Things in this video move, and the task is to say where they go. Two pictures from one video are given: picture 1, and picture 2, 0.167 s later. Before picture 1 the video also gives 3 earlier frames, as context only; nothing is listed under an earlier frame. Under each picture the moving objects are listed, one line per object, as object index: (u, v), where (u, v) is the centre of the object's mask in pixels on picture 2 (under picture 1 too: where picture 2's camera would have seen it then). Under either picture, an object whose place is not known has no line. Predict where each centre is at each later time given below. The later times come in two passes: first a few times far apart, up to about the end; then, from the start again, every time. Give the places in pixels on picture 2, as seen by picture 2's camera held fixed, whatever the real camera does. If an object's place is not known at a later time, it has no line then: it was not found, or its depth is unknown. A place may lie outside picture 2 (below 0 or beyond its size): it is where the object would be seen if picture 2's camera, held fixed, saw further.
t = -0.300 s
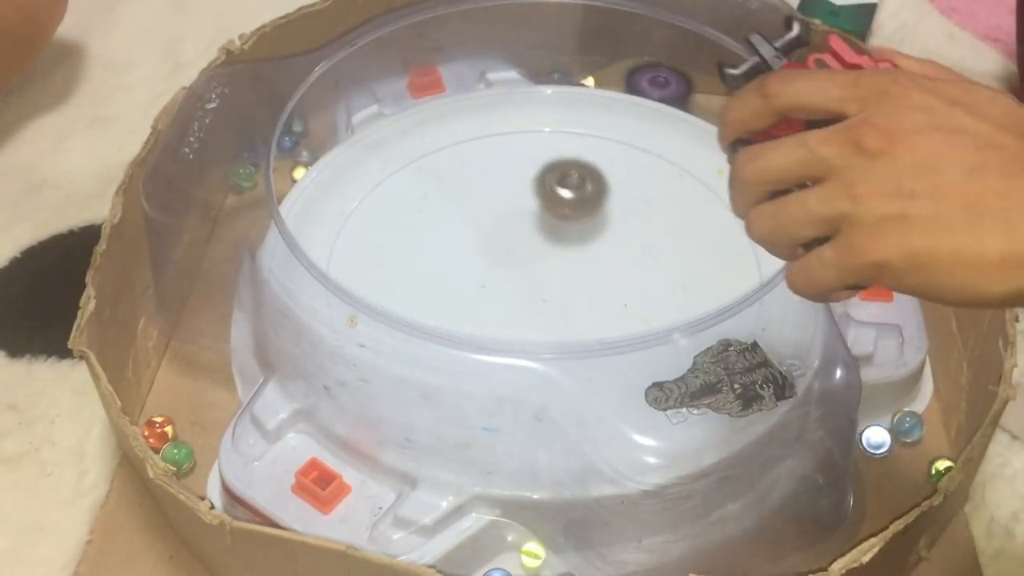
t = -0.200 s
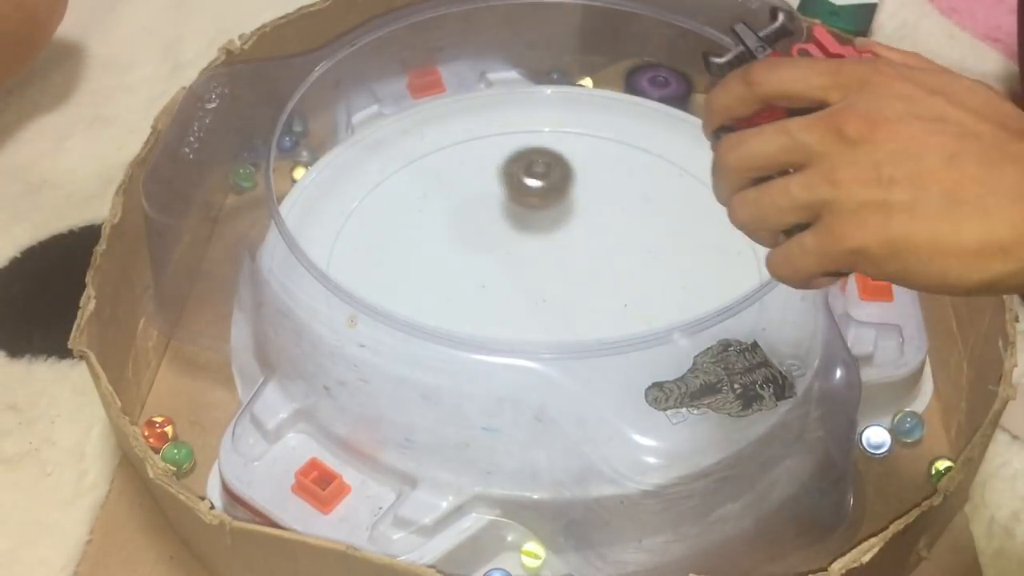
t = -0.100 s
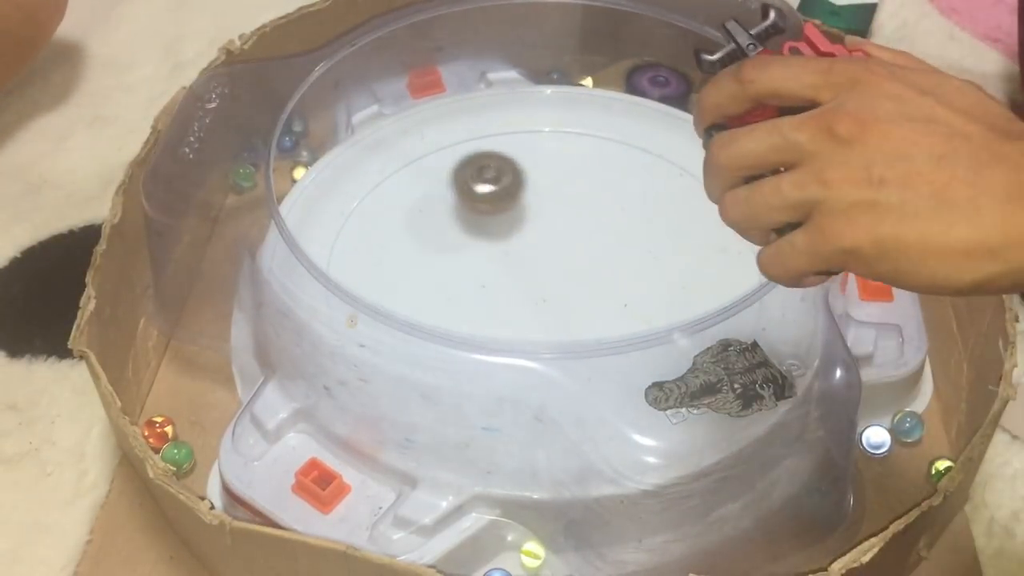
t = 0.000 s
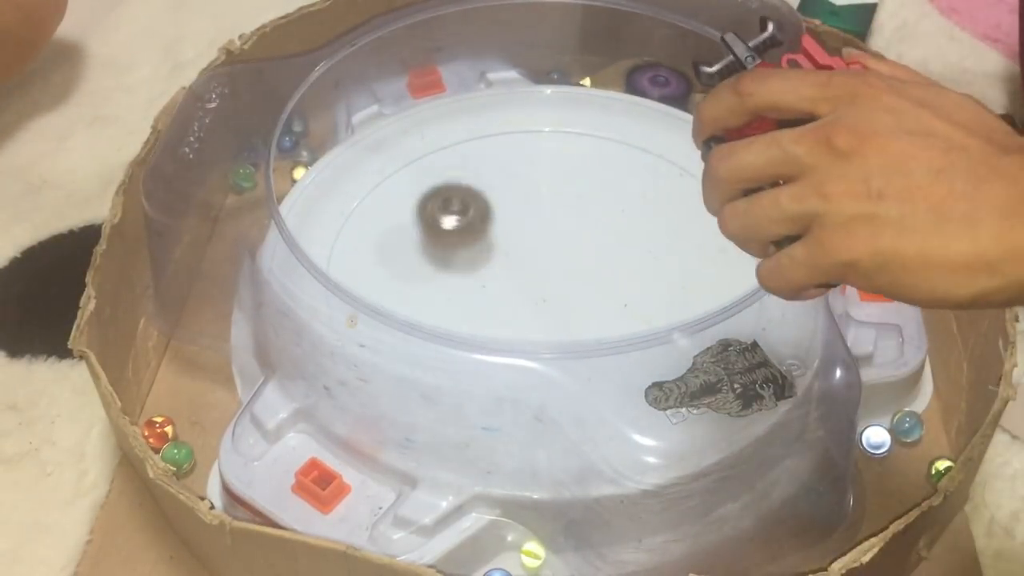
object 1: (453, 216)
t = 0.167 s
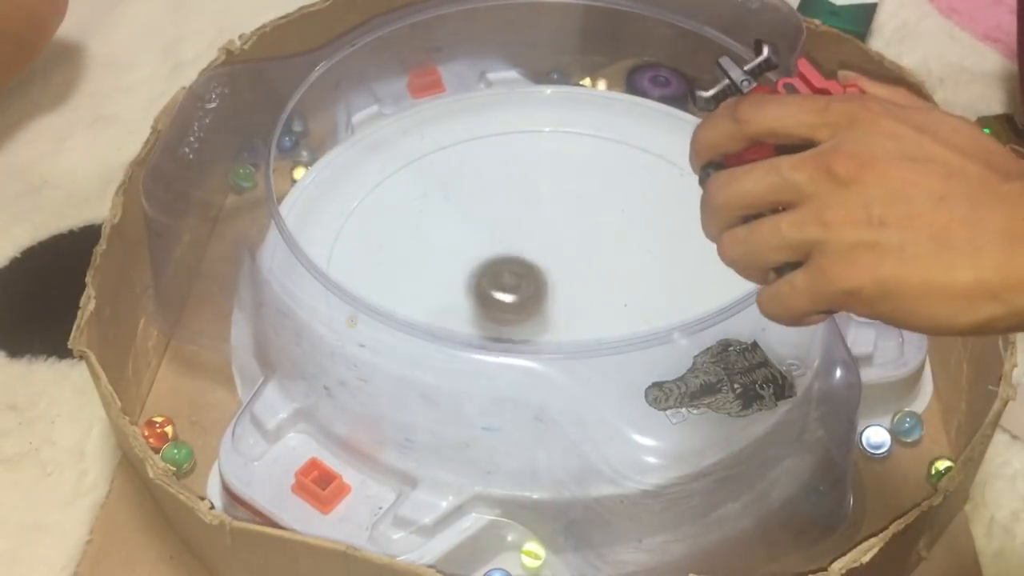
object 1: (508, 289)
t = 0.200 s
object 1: (533, 296)
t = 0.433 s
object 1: (639, 229)
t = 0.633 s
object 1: (567, 189)
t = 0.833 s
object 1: (510, 246)
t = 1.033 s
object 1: (581, 299)
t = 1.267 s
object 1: (599, 269)
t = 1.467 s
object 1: (547, 267)
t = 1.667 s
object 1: (532, 302)
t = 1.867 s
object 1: (564, 301)
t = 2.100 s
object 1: (523, 271)
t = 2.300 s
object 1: (461, 290)
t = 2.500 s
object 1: (518, 321)
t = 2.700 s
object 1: (592, 274)
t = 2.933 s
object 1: (522, 211)
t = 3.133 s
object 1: (454, 224)
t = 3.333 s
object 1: (484, 289)
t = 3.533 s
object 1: (569, 257)
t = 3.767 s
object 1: (531, 210)
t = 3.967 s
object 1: (496, 241)
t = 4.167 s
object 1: (550, 286)
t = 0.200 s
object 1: (533, 296)
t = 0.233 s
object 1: (557, 296)
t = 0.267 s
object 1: (582, 291)
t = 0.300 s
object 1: (603, 283)
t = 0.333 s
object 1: (622, 272)
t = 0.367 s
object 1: (631, 258)
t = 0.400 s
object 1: (637, 244)
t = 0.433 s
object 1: (639, 229)
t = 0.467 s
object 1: (635, 215)
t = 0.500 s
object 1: (625, 204)
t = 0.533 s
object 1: (613, 194)
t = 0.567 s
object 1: (598, 187)
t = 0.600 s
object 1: (582, 186)
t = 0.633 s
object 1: (567, 189)
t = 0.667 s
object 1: (553, 195)
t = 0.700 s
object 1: (539, 203)
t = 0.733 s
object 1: (526, 214)
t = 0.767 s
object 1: (516, 224)
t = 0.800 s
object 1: (511, 235)
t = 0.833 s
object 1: (510, 246)
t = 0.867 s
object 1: (513, 260)
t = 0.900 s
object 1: (520, 273)
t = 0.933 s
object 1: (534, 285)
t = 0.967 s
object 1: (551, 294)
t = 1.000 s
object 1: (567, 298)
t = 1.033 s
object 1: (581, 299)
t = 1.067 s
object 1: (590, 296)
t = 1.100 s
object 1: (598, 292)
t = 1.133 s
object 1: (602, 287)
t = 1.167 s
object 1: (603, 282)
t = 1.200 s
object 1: (603, 276)
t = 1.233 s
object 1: (600, 272)
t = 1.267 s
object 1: (599, 269)
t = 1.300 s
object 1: (594, 267)
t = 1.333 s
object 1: (587, 263)
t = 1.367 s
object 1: (579, 261)
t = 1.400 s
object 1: (569, 261)
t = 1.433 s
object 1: (558, 263)
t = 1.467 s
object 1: (547, 267)
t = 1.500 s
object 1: (535, 272)
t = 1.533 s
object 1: (528, 277)
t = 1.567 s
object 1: (524, 282)
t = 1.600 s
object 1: (522, 289)
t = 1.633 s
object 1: (527, 297)
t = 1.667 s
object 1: (532, 302)
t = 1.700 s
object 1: (539, 305)
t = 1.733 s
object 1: (547, 308)
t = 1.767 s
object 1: (553, 309)
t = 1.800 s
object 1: (558, 308)
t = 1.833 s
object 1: (563, 304)
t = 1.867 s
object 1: (564, 301)
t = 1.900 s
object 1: (565, 296)
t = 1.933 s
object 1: (567, 291)
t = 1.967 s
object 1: (564, 286)
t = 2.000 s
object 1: (556, 281)
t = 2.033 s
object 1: (547, 277)
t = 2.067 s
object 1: (535, 273)
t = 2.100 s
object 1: (523, 271)
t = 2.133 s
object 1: (508, 271)
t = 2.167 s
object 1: (495, 272)
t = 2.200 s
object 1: (483, 274)
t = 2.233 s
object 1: (472, 279)
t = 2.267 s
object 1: (465, 284)
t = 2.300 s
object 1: (461, 290)
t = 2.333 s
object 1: (461, 295)
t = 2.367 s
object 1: (463, 301)
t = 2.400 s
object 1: (473, 308)
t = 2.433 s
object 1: (485, 314)
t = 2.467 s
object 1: (500, 319)
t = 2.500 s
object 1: (518, 321)
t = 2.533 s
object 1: (538, 322)
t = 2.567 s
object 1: (555, 319)
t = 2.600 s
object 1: (571, 314)
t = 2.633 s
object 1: (582, 301)
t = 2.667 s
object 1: (588, 287)
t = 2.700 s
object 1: (592, 274)
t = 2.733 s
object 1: (590, 263)
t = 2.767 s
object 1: (583, 253)
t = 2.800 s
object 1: (575, 243)
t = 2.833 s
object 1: (563, 233)
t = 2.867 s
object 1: (550, 225)
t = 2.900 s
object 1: (535, 217)
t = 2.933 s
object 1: (522, 211)
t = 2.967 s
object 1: (507, 208)
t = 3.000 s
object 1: (493, 207)
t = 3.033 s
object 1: (479, 207)
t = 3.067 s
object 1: (470, 211)
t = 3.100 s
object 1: (462, 216)
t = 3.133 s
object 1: (454, 224)
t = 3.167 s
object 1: (446, 234)
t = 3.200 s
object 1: (442, 246)
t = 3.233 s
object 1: (444, 259)
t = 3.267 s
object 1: (452, 272)
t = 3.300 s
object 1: (466, 283)
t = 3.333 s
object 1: (484, 289)
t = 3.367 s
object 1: (502, 292)
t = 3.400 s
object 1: (521, 291)
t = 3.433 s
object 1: (539, 286)
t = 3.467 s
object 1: (553, 278)
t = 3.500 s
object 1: (562, 268)
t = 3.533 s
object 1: (569, 257)
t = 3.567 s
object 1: (570, 247)
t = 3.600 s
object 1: (566, 235)
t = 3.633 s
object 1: (560, 224)
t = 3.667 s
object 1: (552, 214)
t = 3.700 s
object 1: (544, 208)
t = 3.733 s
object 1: (538, 207)
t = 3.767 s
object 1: (531, 210)
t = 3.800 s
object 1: (525, 214)
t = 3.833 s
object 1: (518, 221)
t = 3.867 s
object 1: (509, 227)
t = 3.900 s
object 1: (500, 232)
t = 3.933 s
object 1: (495, 234)
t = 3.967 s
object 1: (496, 241)
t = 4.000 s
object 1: (500, 250)
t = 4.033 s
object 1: (508, 262)
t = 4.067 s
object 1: (516, 271)
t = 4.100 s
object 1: (524, 276)
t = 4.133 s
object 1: (536, 281)
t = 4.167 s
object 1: (550, 286)
